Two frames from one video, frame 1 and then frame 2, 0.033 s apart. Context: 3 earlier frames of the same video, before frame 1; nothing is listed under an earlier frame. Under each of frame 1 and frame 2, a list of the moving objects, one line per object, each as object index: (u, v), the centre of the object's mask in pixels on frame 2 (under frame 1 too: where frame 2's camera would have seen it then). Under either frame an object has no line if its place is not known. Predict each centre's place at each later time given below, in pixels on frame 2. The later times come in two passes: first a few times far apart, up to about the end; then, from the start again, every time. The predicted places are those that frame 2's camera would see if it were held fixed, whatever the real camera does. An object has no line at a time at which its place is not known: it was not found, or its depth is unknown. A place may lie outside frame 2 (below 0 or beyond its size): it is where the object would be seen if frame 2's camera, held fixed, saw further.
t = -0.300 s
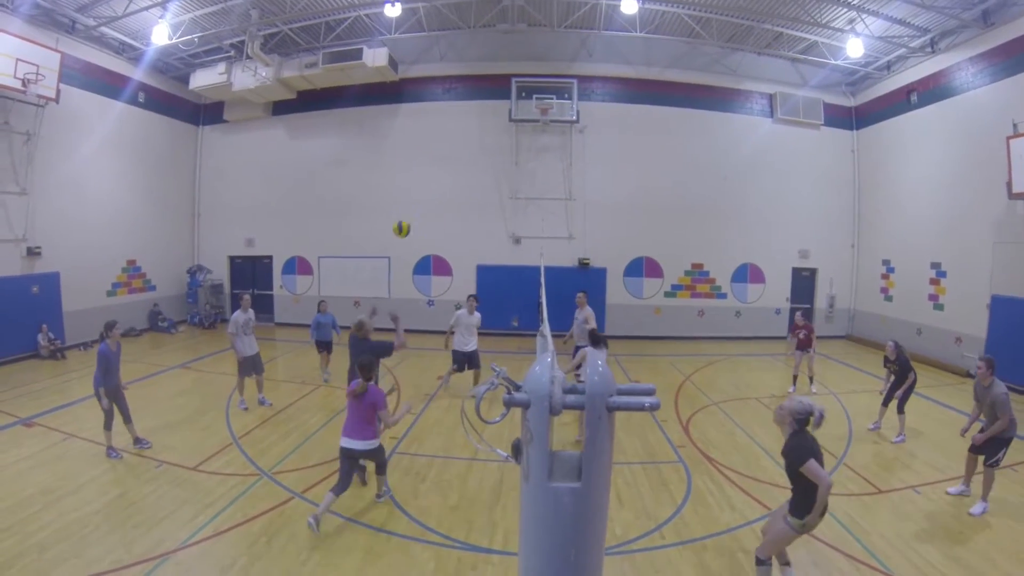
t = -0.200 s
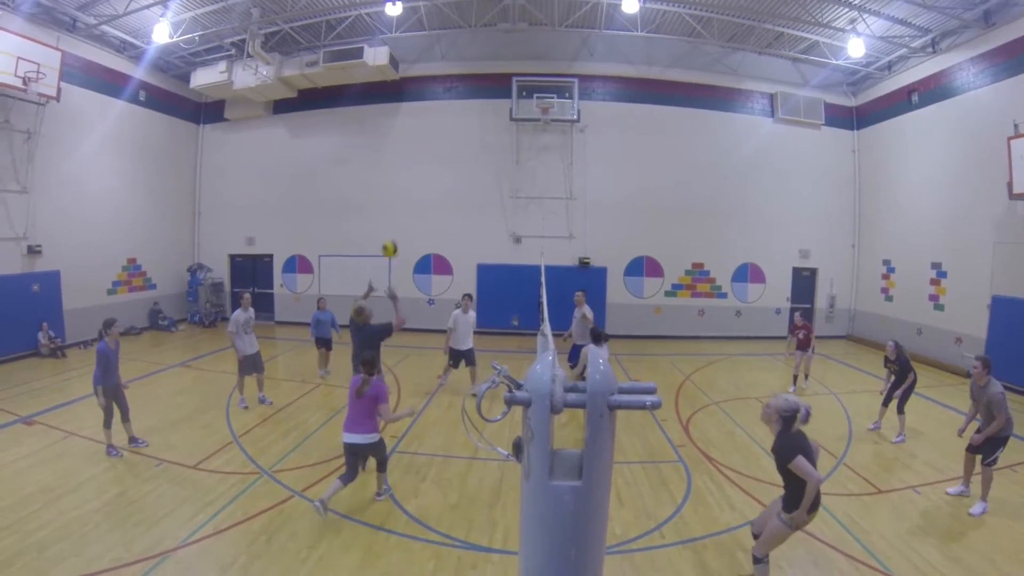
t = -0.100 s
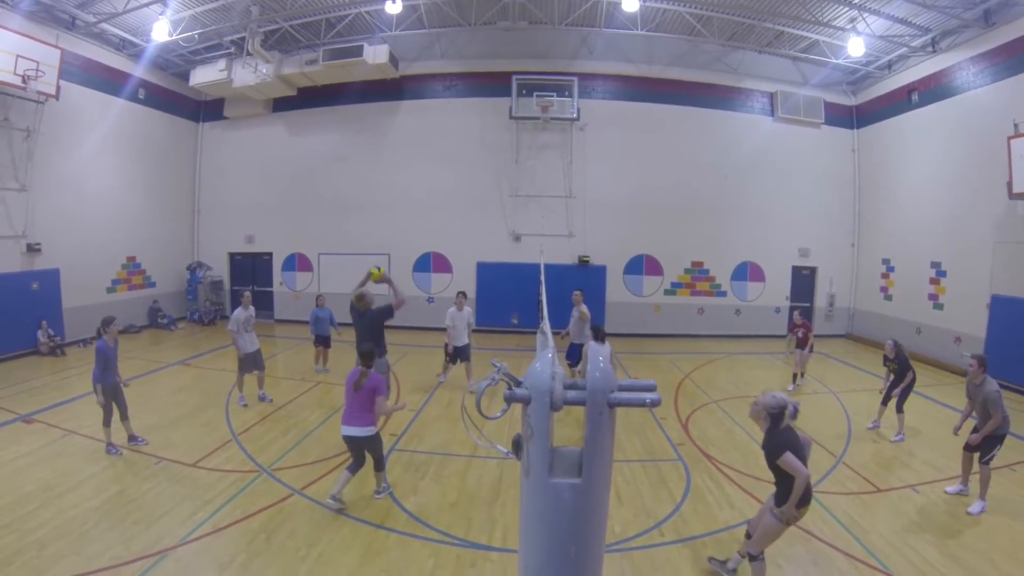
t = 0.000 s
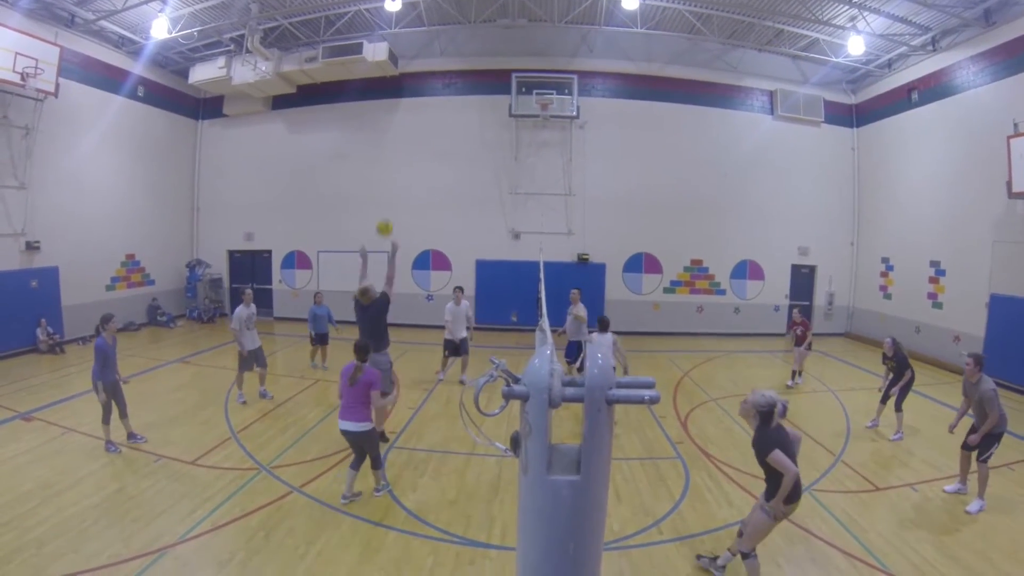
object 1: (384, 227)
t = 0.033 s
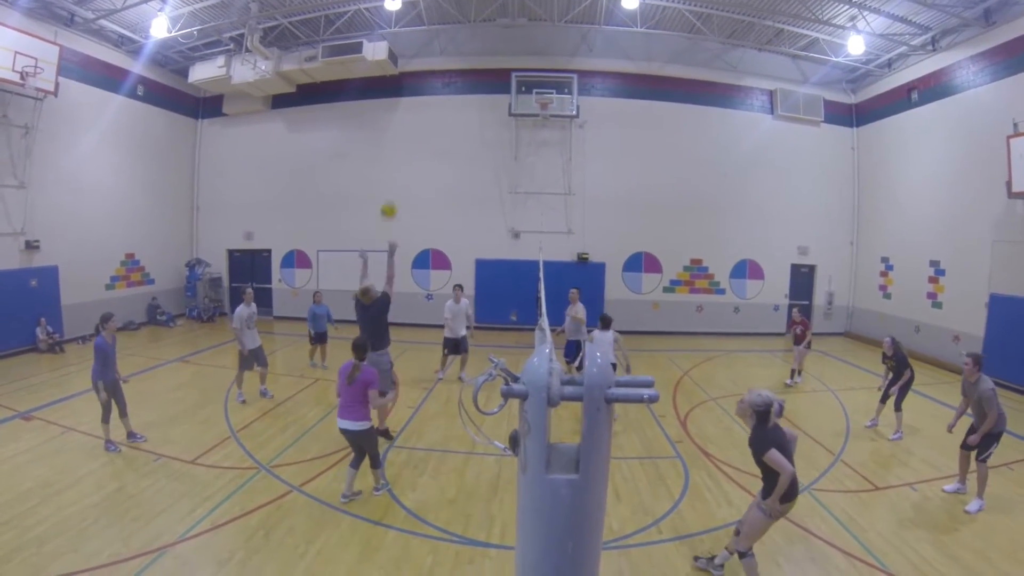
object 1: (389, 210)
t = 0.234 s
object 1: (413, 136)
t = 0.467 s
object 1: (437, 101)
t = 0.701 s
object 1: (454, 107)
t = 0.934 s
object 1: (470, 142)
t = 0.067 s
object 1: (393, 195)
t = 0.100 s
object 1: (397, 180)
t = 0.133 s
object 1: (401, 167)
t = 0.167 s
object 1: (405, 156)
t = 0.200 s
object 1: (409, 145)
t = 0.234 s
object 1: (413, 136)
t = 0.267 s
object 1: (417, 128)
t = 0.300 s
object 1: (421, 122)
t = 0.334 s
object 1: (424, 115)
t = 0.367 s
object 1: (427, 110)
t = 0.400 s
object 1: (431, 107)
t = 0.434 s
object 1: (434, 103)
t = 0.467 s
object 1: (437, 101)
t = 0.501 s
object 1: (440, 100)
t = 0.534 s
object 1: (442, 99)
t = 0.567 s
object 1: (445, 99)
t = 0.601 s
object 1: (448, 100)
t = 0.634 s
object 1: (450, 102)
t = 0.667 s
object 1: (452, 104)
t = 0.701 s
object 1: (454, 107)
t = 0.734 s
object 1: (456, 110)
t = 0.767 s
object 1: (459, 114)
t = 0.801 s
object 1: (461, 118)
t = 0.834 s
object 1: (463, 124)
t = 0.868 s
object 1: (465, 129)
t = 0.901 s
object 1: (467, 136)
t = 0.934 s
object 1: (470, 142)
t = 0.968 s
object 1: (472, 150)
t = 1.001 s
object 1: (474, 158)
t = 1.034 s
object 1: (476, 167)
